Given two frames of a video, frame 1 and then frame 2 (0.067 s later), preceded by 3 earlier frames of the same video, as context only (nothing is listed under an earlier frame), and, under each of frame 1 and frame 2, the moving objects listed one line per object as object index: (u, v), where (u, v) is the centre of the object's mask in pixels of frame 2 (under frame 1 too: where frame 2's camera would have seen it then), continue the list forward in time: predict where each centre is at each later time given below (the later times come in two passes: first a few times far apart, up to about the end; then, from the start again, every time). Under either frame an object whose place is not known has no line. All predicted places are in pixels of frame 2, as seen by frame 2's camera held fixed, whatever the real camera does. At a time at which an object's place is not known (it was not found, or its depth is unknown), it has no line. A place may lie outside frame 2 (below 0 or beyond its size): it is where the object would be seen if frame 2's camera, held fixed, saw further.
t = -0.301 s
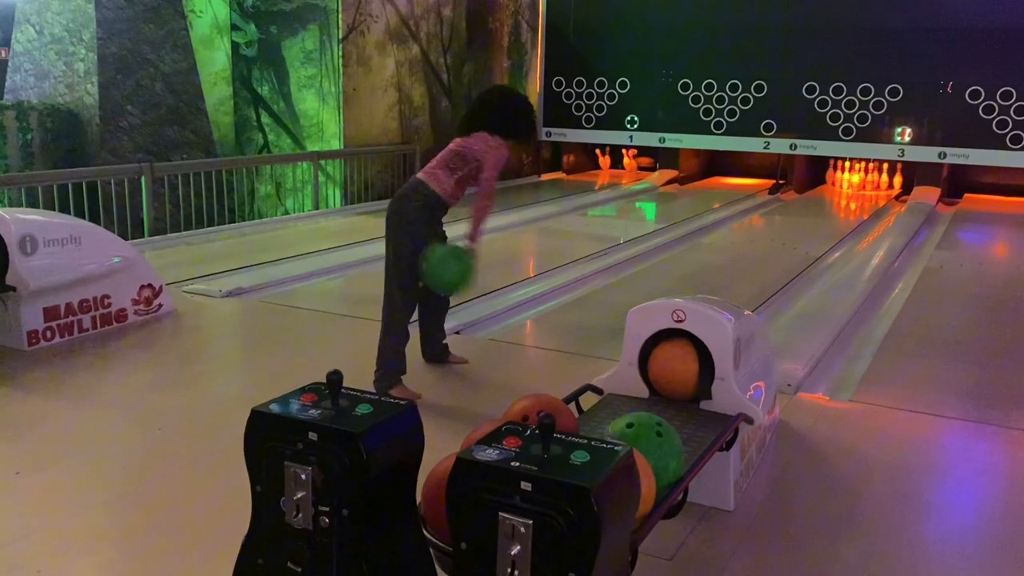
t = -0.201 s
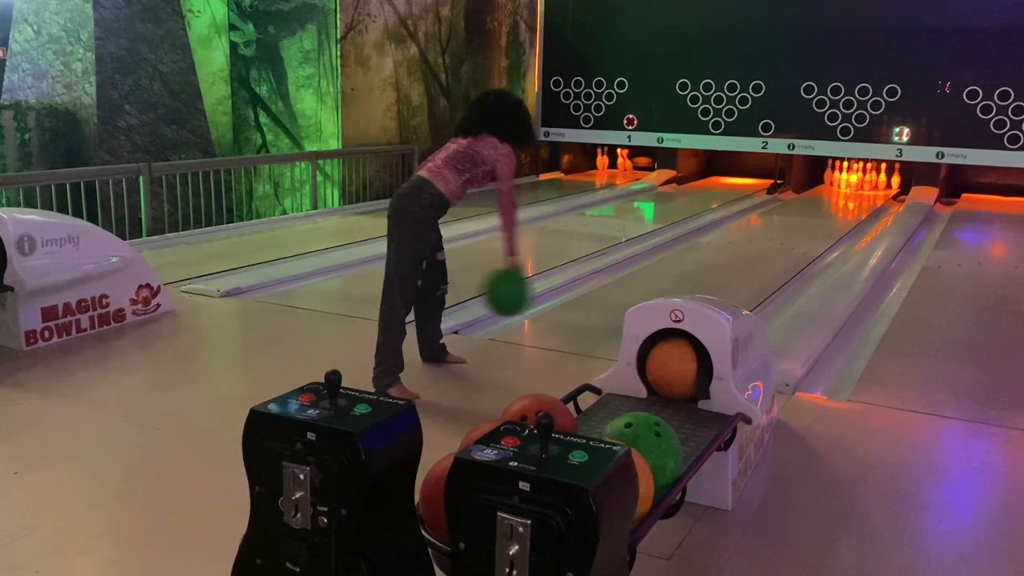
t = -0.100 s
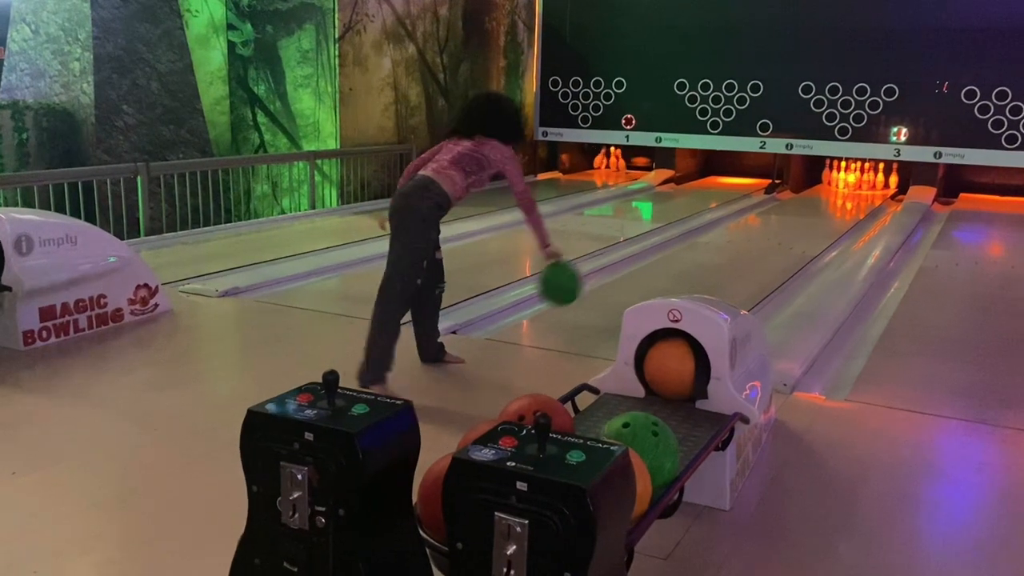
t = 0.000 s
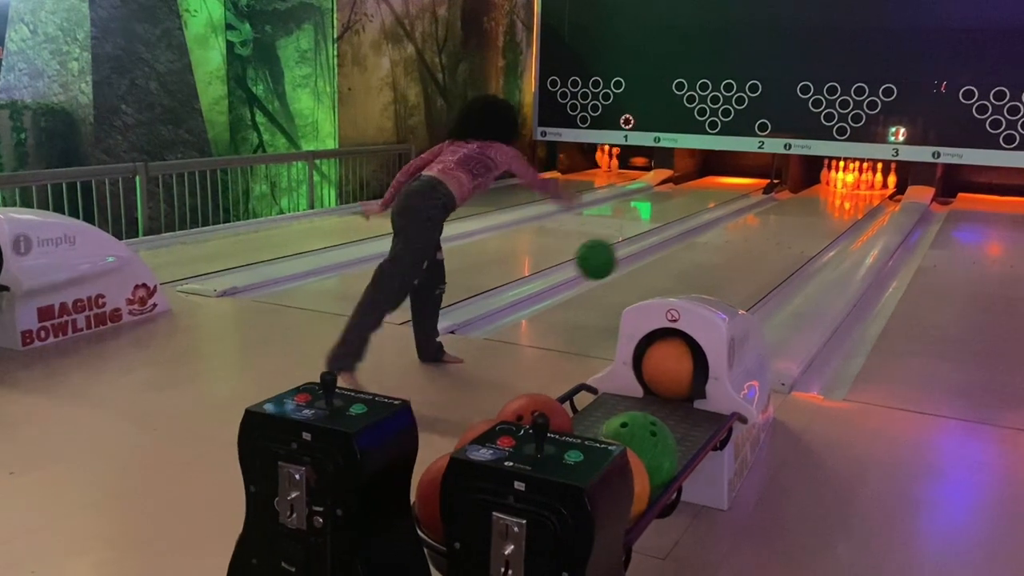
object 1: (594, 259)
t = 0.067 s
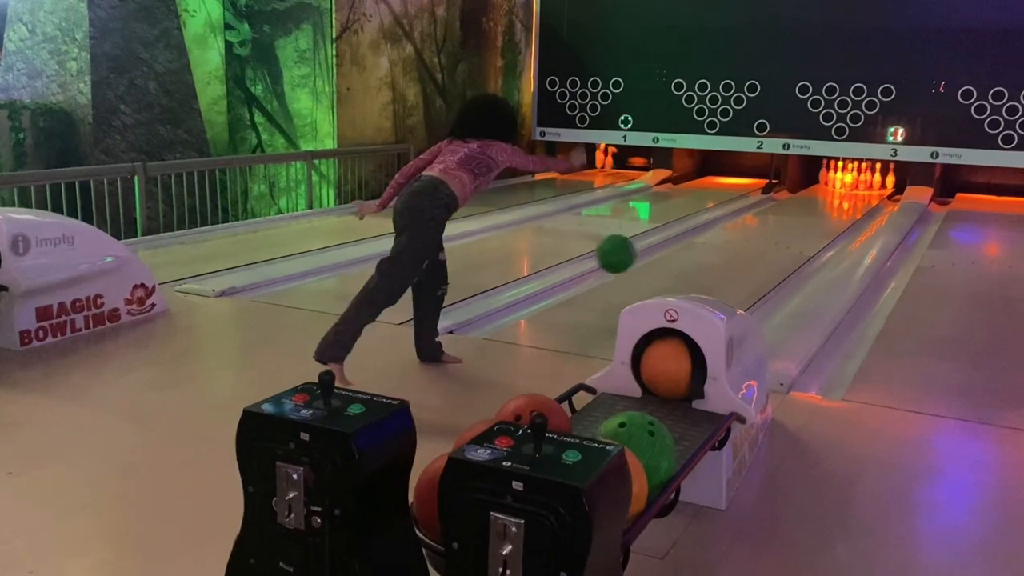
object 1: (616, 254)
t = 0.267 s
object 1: (665, 280)
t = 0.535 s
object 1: (717, 261)
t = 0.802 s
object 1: (747, 244)
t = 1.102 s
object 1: (767, 231)
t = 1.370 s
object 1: (783, 222)
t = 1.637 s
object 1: (797, 213)
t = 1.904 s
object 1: (808, 205)
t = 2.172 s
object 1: (818, 200)
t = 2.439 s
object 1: (826, 194)
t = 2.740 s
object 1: (836, 188)
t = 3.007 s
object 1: (841, 183)
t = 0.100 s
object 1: (625, 254)
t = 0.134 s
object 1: (634, 256)
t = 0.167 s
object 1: (643, 260)
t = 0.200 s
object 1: (651, 266)
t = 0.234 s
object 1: (659, 273)
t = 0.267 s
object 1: (665, 280)
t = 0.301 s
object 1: (673, 280)
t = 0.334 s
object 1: (680, 276)
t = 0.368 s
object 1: (686, 273)
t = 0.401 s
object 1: (694, 270)
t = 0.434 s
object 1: (700, 269)
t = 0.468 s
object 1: (706, 266)
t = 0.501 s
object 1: (711, 263)
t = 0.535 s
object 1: (717, 261)
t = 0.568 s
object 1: (722, 258)
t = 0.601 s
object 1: (726, 256)
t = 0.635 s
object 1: (730, 254)
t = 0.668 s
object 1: (734, 251)
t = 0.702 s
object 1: (738, 249)
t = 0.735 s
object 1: (741, 247)
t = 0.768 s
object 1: (744, 246)
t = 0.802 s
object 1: (747, 244)
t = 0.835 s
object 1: (750, 242)
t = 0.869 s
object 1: (752, 240)
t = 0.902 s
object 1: (755, 239)
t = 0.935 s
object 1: (757, 237)
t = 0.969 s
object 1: (759, 236)
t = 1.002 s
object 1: (761, 235)
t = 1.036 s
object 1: (763, 234)
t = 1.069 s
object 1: (765, 232)
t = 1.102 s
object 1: (767, 231)
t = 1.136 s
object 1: (770, 230)
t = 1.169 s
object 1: (772, 229)
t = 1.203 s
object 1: (773, 227)
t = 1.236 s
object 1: (776, 226)
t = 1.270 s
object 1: (778, 225)
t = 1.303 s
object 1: (779, 224)
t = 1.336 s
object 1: (781, 223)
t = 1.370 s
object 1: (783, 222)
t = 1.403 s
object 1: (785, 220)
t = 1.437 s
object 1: (787, 219)
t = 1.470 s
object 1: (789, 218)
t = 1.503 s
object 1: (790, 217)
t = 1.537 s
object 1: (792, 216)
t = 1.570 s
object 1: (794, 215)
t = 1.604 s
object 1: (795, 214)
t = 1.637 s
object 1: (797, 213)
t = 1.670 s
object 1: (799, 212)
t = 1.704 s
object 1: (800, 211)
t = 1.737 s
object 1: (803, 209)
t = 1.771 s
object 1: (803, 208)
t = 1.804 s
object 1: (804, 208)
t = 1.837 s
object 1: (805, 207)
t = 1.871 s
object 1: (807, 207)
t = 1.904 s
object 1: (808, 205)
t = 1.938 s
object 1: (810, 205)
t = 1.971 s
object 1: (810, 204)
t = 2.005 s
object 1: (812, 204)
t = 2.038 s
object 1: (813, 203)
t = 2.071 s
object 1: (815, 202)
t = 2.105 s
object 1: (816, 201)
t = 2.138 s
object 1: (817, 201)
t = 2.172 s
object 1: (818, 200)
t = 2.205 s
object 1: (819, 199)
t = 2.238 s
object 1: (820, 198)
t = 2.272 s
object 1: (821, 198)
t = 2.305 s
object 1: (822, 197)
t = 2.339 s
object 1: (823, 196)
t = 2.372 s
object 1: (824, 195)
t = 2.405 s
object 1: (826, 195)
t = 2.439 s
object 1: (826, 194)
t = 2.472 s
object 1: (828, 193)
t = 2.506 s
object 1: (829, 193)
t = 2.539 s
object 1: (830, 192)
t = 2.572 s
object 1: (831, 191)
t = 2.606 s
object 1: (832, 191)
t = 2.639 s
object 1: (833, 190)
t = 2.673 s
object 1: (834, 189)
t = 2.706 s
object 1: (835, 189)
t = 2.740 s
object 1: (836, 188)
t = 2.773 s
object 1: (837, 187)
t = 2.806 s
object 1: (838, 186)
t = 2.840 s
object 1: (838, 186)
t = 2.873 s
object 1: (839, 185)
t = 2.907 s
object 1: (840, 185)
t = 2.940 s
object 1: (841, 184)
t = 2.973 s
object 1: (842, 184)
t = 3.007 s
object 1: (841, 183)
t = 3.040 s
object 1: (840, 183)
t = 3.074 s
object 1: (840, 183)
